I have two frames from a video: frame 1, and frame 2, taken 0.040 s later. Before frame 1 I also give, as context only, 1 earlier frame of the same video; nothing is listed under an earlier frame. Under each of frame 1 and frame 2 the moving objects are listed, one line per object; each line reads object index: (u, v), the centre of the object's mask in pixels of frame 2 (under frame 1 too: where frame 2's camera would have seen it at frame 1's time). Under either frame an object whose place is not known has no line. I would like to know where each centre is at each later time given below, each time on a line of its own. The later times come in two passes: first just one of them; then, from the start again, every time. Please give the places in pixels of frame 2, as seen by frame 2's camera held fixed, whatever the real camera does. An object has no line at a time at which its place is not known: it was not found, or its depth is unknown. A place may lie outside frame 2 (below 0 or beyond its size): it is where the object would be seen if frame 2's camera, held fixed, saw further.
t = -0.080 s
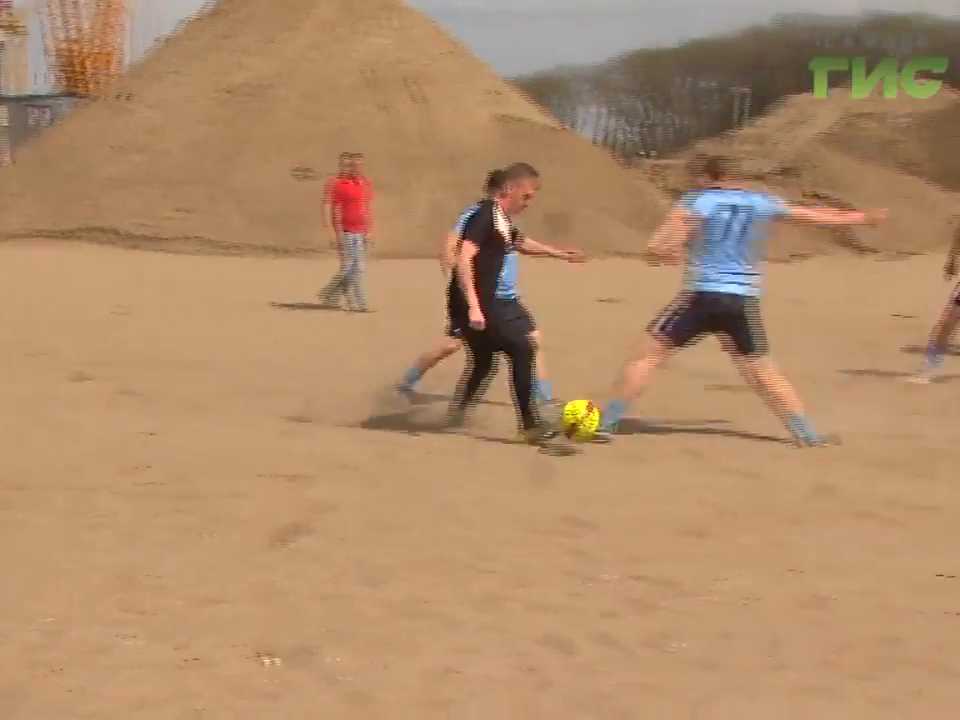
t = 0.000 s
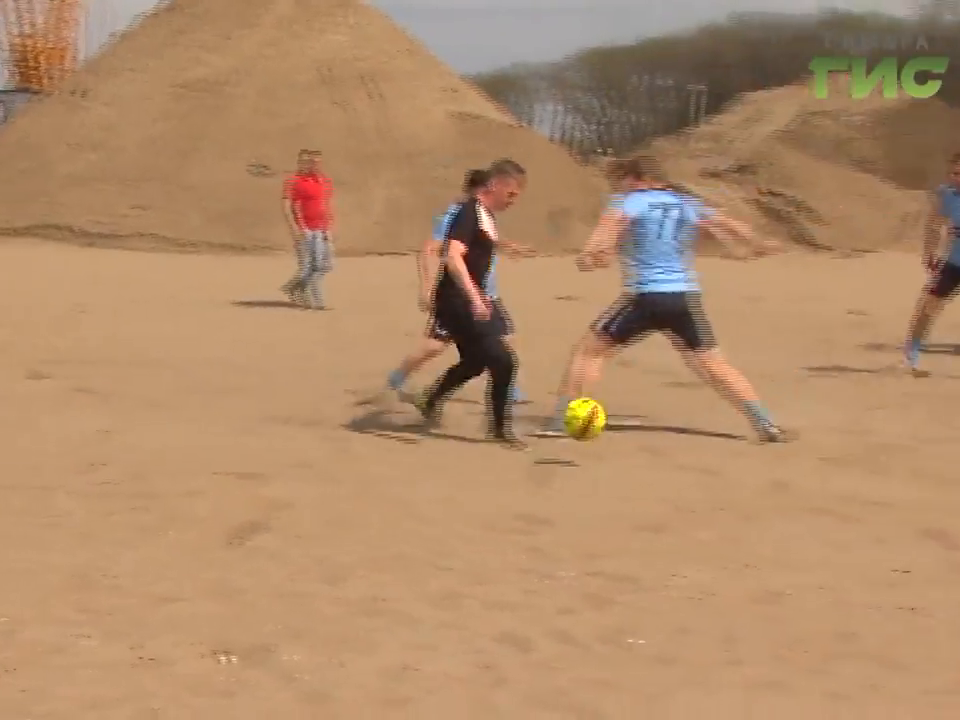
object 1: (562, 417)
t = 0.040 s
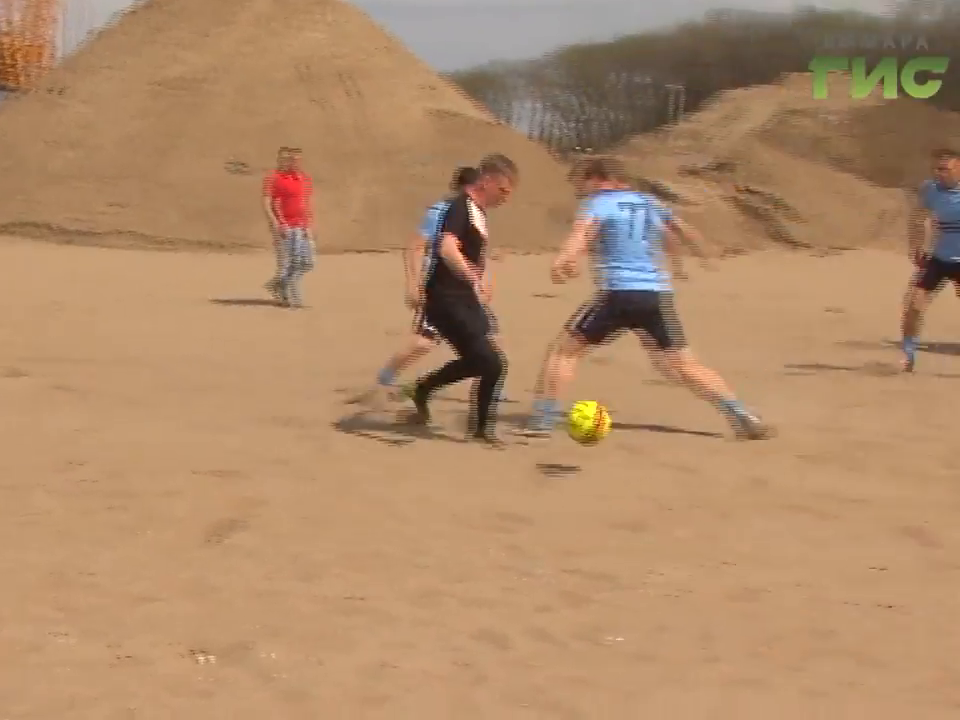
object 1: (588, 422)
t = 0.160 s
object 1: (675, 462)
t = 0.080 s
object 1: (616, 431)
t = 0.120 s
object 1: (643, 444)
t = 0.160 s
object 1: (675, 462)
